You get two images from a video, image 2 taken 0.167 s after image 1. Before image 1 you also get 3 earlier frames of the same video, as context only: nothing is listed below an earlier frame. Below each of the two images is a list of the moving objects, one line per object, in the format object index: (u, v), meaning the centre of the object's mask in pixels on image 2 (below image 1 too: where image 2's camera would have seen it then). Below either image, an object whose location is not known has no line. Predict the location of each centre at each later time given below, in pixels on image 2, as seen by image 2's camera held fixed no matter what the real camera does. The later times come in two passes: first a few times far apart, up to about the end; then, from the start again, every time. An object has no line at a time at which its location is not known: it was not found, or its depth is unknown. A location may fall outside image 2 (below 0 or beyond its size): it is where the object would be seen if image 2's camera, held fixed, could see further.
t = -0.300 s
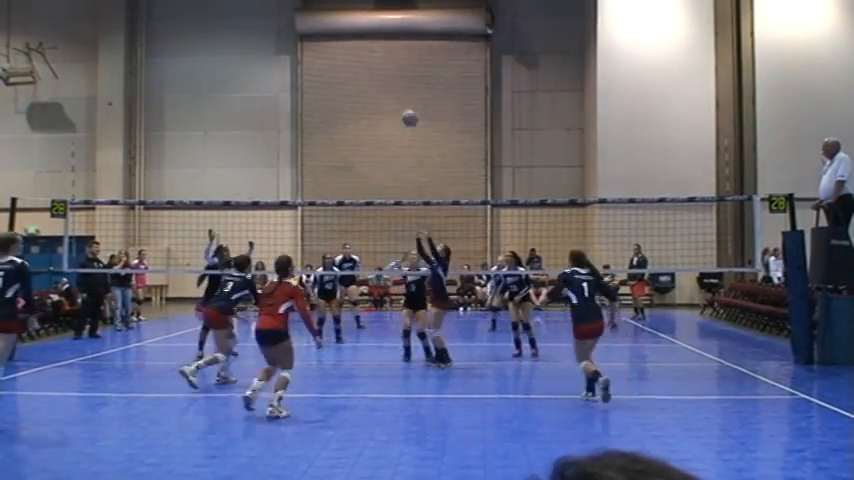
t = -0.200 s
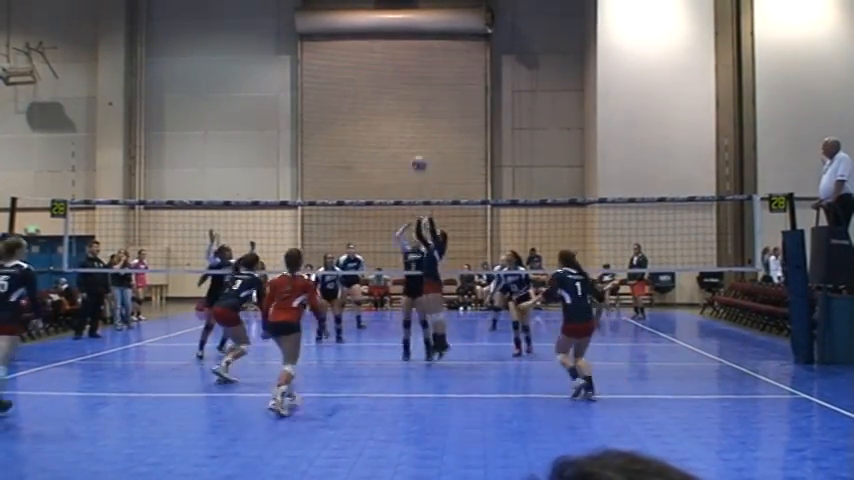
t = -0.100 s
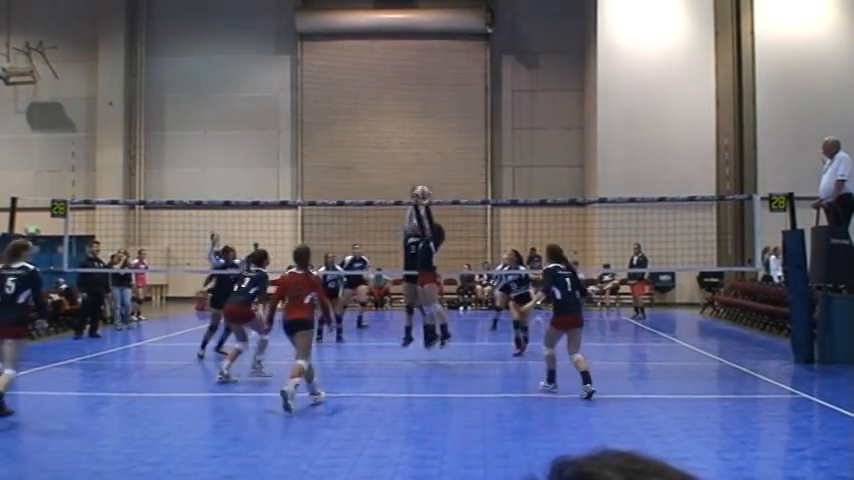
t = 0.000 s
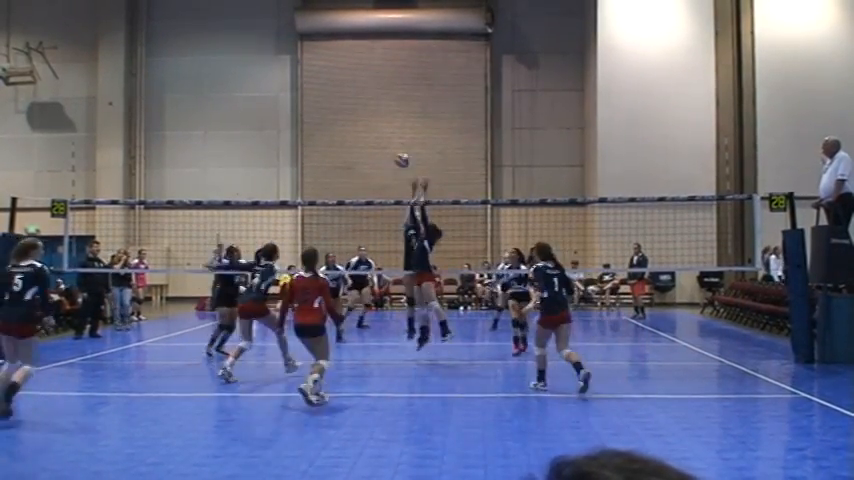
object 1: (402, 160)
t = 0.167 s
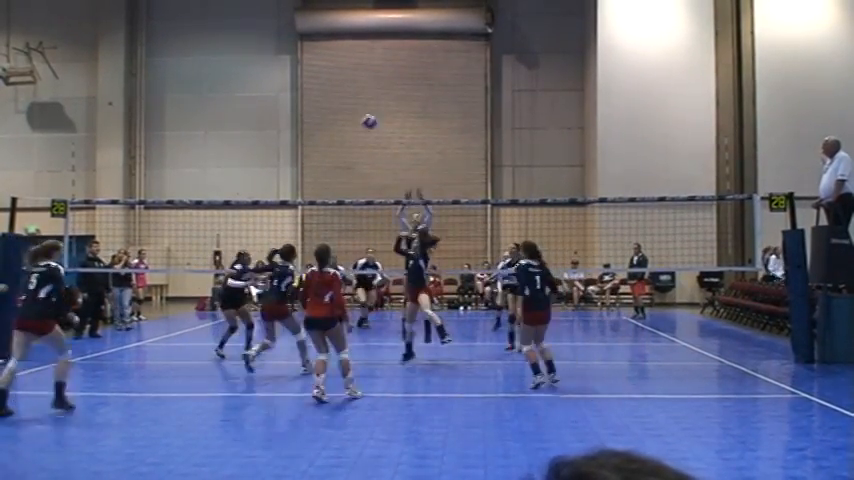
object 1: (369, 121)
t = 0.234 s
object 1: (356, 112)
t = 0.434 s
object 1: (317, 102)
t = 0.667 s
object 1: (271, 131)
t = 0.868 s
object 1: (234, 188)
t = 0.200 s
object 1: (363, 116)
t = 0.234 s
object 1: (356, 112)
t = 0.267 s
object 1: (349, 108)
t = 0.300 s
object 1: (342, 105)
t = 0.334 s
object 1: (336, 103)
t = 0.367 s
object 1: (330, 102)
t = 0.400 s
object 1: (323, 102)
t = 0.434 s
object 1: (317, 102)
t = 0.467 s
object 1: (309, 104)
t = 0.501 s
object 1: (303, 107)
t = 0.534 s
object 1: (297, 110)
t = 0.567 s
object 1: (291, 113)
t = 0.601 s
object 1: (284, 118)
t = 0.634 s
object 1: (278, 124)
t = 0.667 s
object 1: (271, 131)
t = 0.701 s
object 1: (265, 138)
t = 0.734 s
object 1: (258, 147)
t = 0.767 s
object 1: (252, 155)
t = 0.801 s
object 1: (246, 165)
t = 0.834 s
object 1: (240, 176)
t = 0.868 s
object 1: (234, 188)
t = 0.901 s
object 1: (228, 199)
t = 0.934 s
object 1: (221, 213)
